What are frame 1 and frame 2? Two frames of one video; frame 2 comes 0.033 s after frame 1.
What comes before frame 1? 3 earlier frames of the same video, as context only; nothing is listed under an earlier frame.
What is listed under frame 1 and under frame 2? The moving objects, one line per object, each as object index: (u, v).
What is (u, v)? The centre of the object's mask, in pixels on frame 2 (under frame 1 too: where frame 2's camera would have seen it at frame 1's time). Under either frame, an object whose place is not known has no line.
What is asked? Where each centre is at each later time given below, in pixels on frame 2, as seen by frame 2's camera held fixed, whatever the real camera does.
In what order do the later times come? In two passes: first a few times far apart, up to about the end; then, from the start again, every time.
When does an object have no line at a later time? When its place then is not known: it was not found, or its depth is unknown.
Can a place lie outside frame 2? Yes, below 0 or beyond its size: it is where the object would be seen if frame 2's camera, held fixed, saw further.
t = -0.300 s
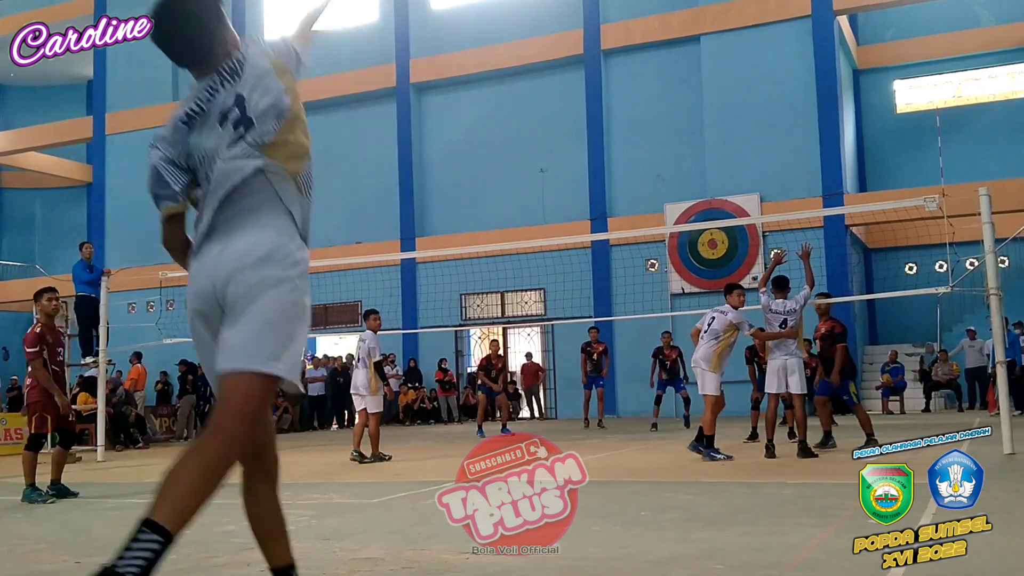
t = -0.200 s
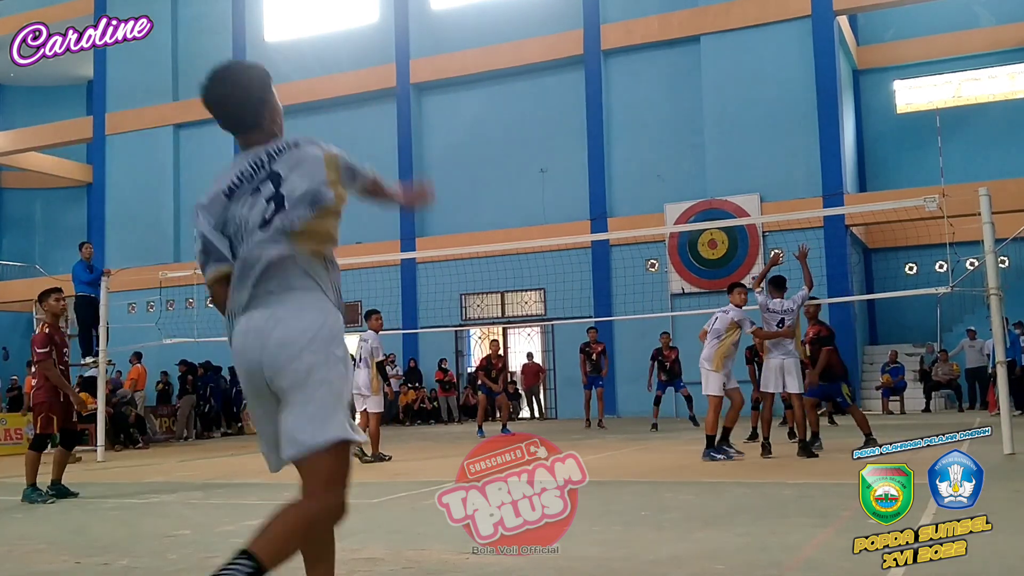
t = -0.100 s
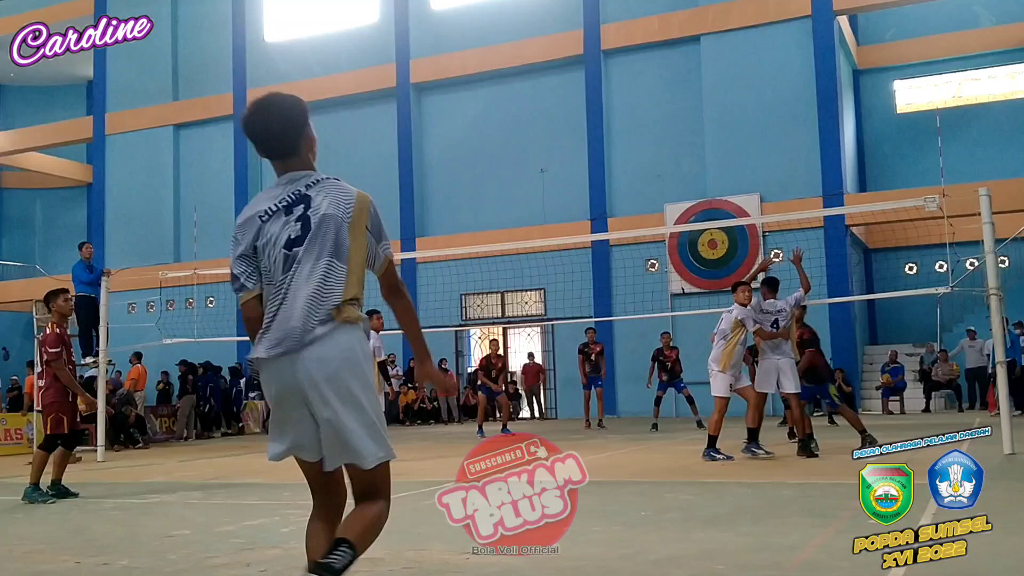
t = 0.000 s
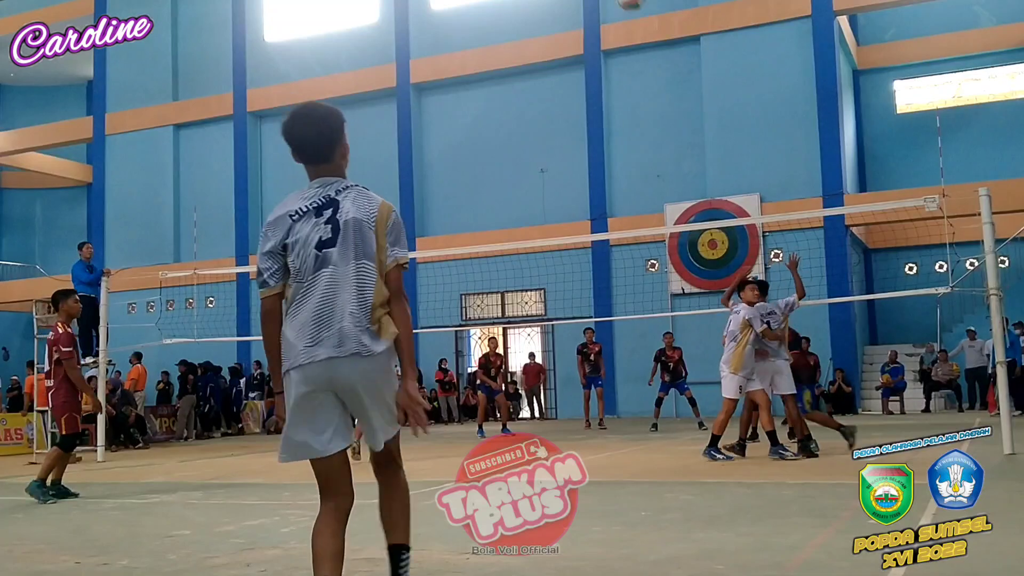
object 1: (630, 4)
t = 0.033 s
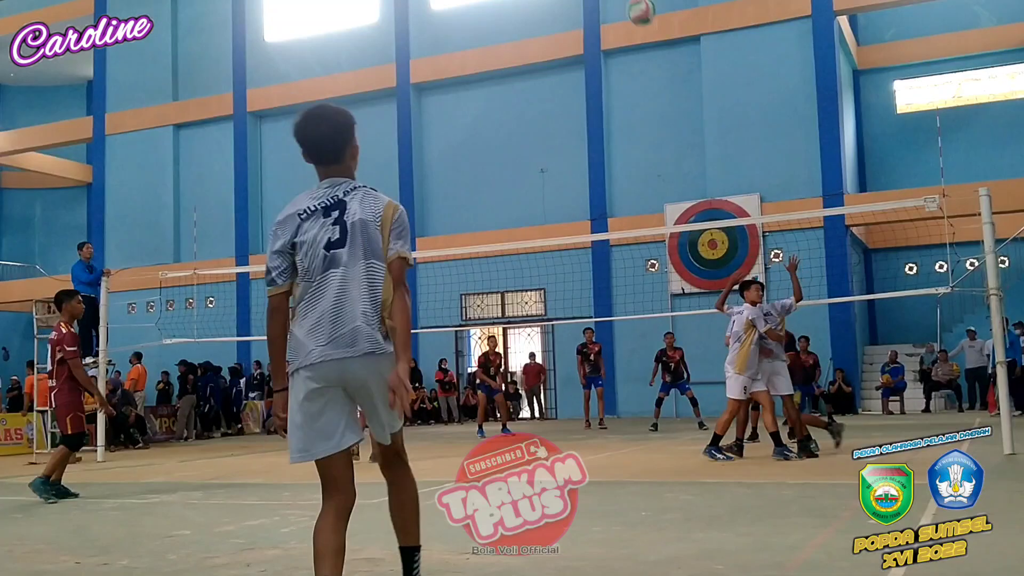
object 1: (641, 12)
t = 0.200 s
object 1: (680, 89)
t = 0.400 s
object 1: (711, 187)
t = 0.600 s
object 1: (735, 283)
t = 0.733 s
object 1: (749, 348)
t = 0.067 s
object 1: (651, 26)
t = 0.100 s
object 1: (659, 42)
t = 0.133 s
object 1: (666, 57)
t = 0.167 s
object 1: (673, 73)
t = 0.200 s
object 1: (680, 89)
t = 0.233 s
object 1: (686, 106)
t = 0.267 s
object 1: (691, 122)
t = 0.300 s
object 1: (697, 138)
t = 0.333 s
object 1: (702, 154)
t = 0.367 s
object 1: (706, 171)
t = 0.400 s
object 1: (711, 187)
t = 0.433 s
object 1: (715, 203)
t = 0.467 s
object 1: (718, 215)
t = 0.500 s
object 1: (722, 235)
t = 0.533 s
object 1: (727, 251)
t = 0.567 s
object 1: (730, 267)
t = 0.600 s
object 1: (735, 283)
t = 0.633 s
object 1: (739, 298)
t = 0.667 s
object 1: (742, 316)
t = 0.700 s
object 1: (745, 332)
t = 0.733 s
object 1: (749, 348)
